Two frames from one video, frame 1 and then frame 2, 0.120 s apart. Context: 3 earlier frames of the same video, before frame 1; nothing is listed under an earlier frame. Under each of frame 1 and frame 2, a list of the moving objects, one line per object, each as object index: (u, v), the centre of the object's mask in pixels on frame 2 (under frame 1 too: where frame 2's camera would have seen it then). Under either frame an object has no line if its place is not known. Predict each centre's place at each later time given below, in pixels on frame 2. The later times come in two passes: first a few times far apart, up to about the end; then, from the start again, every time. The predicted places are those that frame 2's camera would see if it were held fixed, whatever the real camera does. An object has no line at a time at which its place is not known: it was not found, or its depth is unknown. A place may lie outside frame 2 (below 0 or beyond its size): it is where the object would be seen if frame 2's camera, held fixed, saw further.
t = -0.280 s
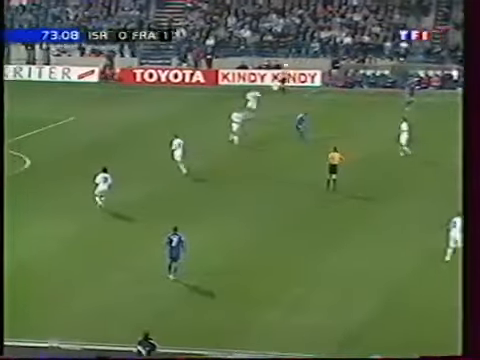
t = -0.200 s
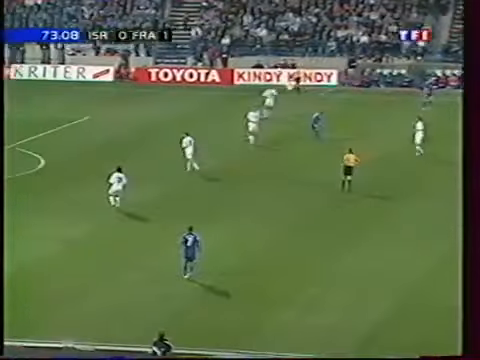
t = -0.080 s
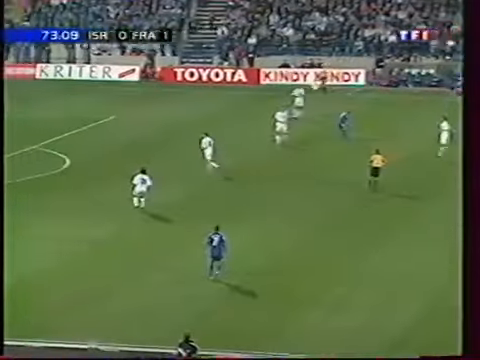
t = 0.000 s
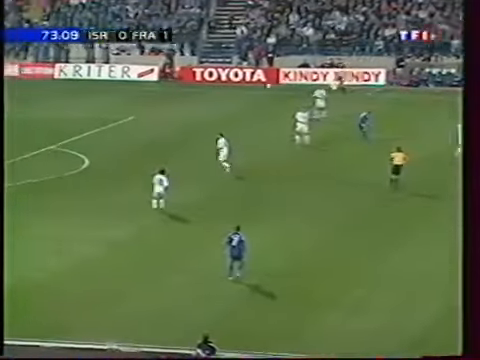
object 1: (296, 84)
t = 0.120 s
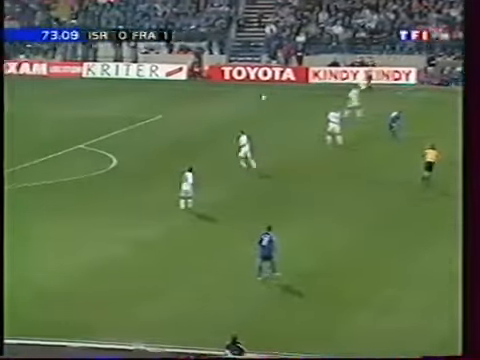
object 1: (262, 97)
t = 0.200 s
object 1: (241, 107)
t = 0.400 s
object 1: (187, 134)
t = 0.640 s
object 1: (131, 134)
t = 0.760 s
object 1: (106, 127)
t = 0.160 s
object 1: (252, 102)
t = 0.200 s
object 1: (241, 107)
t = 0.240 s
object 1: (230, 111)
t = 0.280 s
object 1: (219, 117)
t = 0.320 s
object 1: (208, 122)
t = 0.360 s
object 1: (197, 128)
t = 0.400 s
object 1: (187, 134)
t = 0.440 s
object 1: (175, 140)
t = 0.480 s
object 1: (165, 147)
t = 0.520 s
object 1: (156, 146)
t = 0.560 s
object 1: (147, 140)
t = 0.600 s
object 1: (139, 138)
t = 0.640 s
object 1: (131, 134)
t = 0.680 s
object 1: (123, 132)
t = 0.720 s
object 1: (114, 129)
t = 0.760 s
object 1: (106, 127)
